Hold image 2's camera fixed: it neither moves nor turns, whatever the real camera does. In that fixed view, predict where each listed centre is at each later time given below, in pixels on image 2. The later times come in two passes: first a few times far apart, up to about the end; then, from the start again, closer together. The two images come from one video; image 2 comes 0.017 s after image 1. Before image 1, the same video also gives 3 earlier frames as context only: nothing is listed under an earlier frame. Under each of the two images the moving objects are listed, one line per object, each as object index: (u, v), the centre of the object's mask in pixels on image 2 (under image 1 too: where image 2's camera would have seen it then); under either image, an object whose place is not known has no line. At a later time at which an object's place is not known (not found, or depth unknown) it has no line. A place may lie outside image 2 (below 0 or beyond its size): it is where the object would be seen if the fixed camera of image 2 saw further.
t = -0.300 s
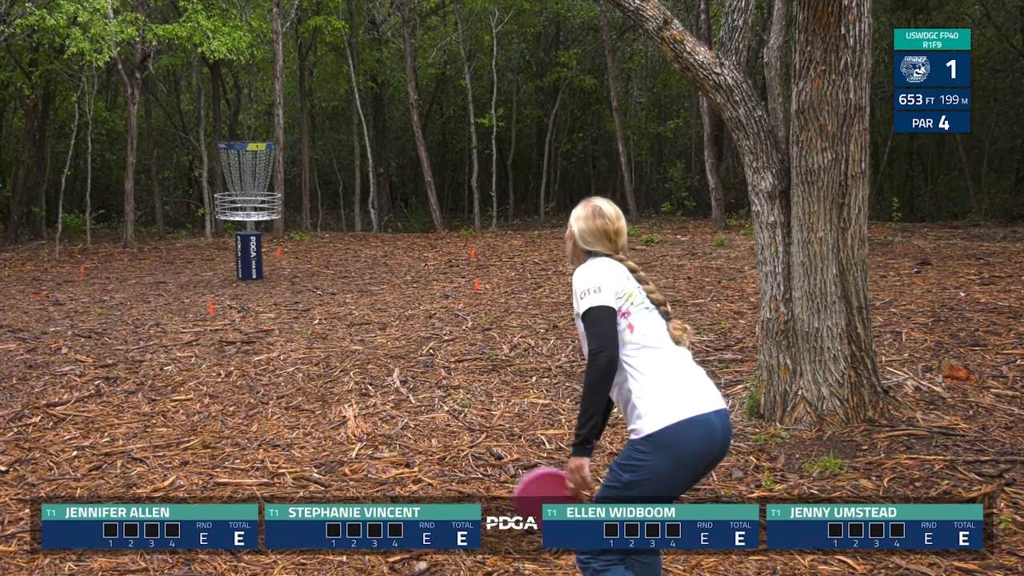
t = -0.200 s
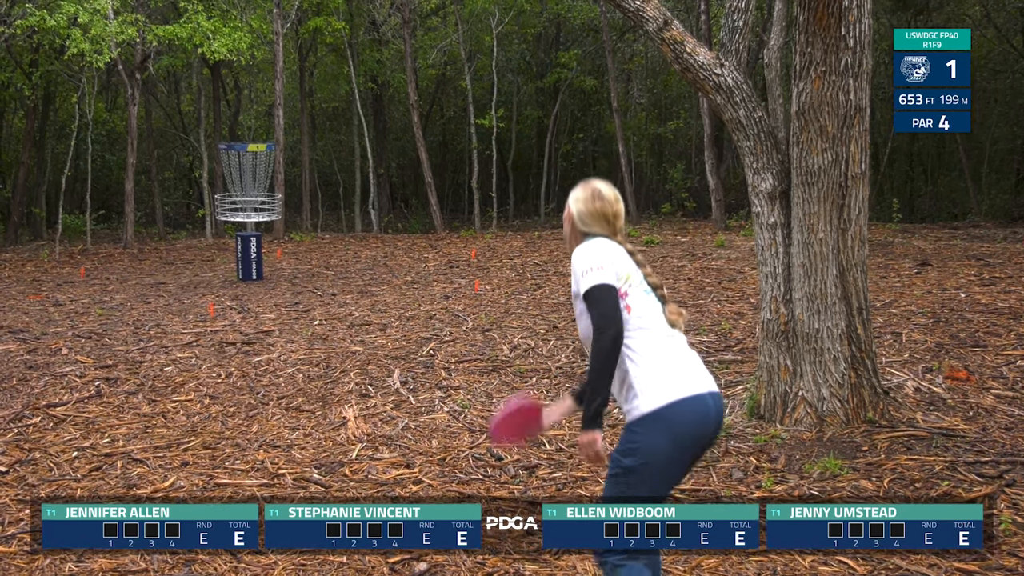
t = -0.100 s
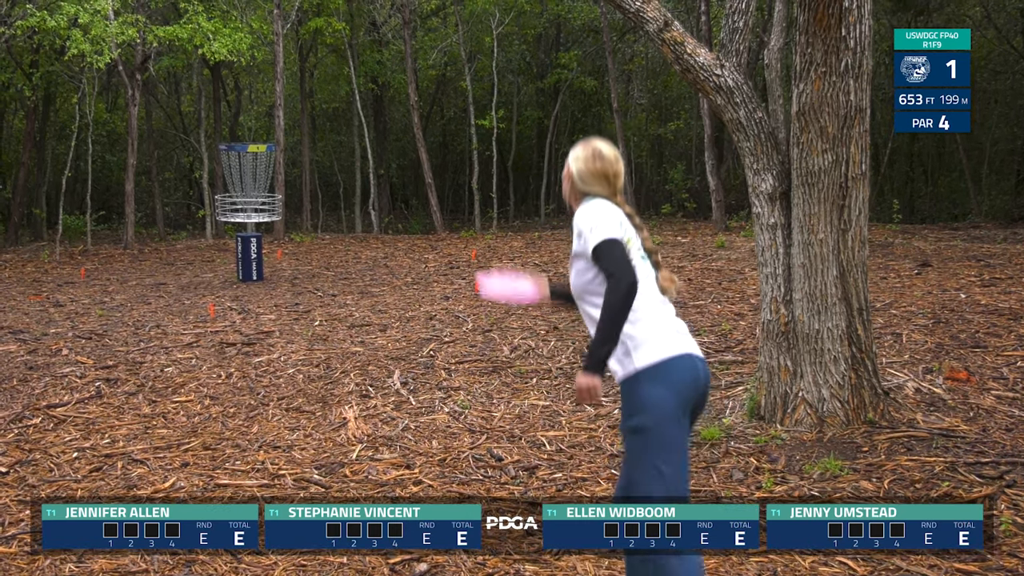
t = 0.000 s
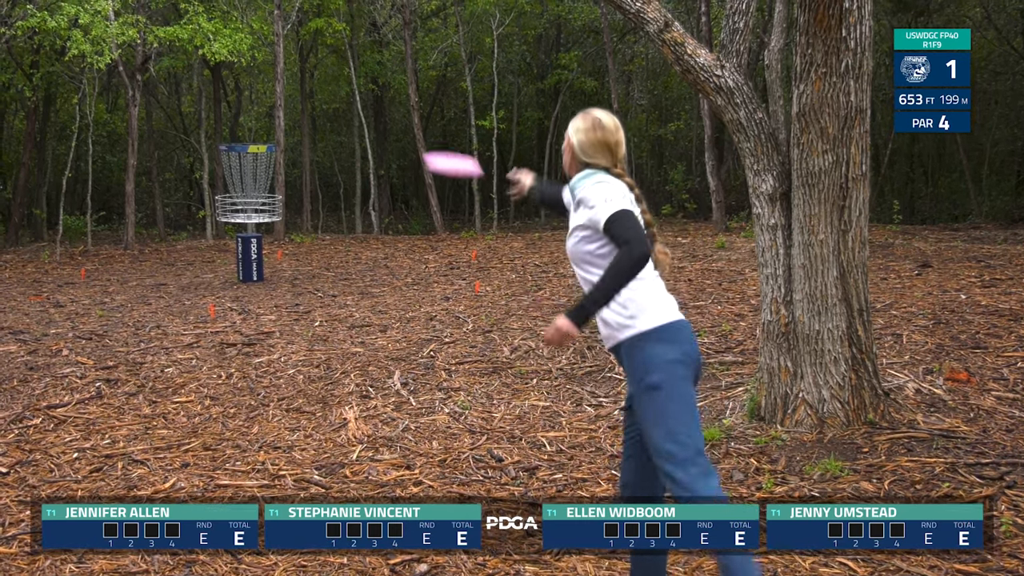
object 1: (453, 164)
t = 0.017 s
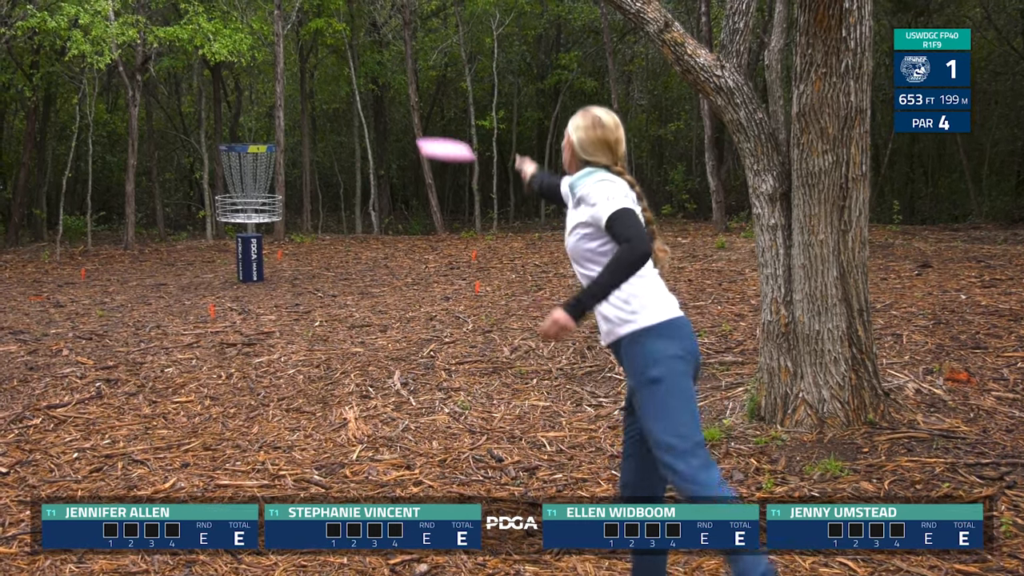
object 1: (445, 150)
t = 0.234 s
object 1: (373, 60)
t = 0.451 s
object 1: (327, 74)
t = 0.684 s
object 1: (297, 123)
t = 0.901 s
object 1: (276, 175)
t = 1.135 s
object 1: (252, 229)
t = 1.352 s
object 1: (223, 279)
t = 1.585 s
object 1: (200, 275)
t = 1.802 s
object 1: (173, 273)
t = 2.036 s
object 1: (151, 274)
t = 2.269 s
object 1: (136, 275)
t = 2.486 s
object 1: (127, 274)
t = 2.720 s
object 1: (119, 274)
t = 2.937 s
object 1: (118, 274)
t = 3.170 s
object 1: (119, 274)
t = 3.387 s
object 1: (118, 274)
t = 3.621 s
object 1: (118, 274)
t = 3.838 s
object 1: (118, 274)
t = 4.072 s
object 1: (118, 273)
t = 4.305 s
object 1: (118, 274)
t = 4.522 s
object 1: (118, 274)
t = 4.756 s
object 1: (118, 274)
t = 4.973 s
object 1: (118, 274)
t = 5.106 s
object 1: (118, 274)
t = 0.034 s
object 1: (438, 136)
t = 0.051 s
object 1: (432, 125)
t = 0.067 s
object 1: (425, 113)
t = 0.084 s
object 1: (419, 104)
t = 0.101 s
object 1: (412, 95)
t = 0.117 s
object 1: (407, 88)
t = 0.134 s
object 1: (401, 81)
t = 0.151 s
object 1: (396, 76)
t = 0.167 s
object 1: (391, 71)
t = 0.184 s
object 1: (386, 68)
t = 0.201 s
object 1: (381, 64)
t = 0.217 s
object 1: (377, 62)
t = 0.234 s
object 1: (373, 60)
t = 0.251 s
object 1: (368, 59)
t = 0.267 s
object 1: (364, 58)
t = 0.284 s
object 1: (360, 58)
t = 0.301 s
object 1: (356, 58)
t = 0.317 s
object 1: (352, 59)
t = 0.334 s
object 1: (349, 60)
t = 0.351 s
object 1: (345, 61)
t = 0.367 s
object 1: (342, 62)
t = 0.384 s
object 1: (339, 64)
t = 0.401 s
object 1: (336, 66)
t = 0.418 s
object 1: (333, 69)
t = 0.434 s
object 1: (330, 71)
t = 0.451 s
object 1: (327, 74)
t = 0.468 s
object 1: (324, 77)
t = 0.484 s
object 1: (322, 80)
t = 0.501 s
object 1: (320, 83)
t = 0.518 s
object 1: (317, 86)
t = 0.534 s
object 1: (315, 90)
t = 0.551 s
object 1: (313, 93)
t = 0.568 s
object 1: (311, 97)
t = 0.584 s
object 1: (308, 100)
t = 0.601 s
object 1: (306, 104)
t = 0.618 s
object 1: (305, 108)
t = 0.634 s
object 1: (303, 112)
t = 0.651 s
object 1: (300, 116)
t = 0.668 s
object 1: (299, 120)
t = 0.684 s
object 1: (297, 123)
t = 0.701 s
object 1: (295, 128)
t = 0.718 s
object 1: (294, 132)
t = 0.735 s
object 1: (292, 136)
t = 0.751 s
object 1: (290, 139)
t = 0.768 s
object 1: (288, 143)
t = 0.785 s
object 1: (287, 147)
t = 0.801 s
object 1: (285, 151)
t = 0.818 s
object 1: (284, 155)
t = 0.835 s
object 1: (283, 159)
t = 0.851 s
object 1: (281, 163)
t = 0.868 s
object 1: (279, 167)
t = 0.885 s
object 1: (277, 171)
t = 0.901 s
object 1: (276, 175)
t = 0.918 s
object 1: (274, 179)
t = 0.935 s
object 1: (272, 183)
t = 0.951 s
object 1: (271, 187)
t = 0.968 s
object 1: (270, 191)
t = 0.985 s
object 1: (268, 195)
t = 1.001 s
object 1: (266, 199)
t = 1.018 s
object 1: (265, 202)
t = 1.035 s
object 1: (262, 206)
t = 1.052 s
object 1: (261, 210)
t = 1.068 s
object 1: (259, 214)
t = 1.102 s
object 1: (256, 222)
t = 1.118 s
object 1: (253, 226)
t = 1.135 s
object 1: (252, 229)
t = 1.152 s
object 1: (250, 233)
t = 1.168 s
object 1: (247, 237)
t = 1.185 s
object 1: (246, 240)
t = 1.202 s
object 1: (244, 244)
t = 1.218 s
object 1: (242, 248)
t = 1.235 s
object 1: (240, 252)
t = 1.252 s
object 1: (237, 256)
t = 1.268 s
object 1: (235, 260)
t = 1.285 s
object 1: (233, 263)
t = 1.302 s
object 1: (231, 267)
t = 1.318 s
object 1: (229, 271)
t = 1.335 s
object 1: (226, 275)
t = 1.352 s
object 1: (223, 279)
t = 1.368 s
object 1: (221, 281)
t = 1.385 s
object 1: (219, 282)
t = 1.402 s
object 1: (217, 281)
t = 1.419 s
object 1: (216, 280)
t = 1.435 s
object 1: (214, 277)
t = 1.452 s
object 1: (213, 276)
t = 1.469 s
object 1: (209, 275)
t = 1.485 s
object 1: (208, 274)
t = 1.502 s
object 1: (207, 274)
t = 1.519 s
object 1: (205, 274)
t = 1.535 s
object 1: (204, 274)
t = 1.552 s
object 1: (203, 274)
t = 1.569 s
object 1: (201, 274)
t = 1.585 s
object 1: (200, 275)
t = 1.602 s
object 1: (198, 275)
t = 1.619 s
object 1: (196, 275)
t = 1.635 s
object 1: (194, 275)
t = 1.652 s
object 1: (193, 274)
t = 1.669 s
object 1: (190, 275)
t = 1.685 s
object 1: (188, 274)
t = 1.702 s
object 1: (185, 274)
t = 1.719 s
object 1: (183, 273)
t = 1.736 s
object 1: (181, 273)
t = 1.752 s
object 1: (179, 272)
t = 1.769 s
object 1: (177, 272)
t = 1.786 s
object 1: (174, 273)
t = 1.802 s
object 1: (173, 273)
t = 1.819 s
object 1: (171, 274)
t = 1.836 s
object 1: (169, 274)
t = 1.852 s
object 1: (166, 275)
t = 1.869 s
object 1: (164, 275)
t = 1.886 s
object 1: (163, 275)
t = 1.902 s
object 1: (161, 275)
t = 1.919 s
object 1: (160, 275)
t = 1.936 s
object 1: (158, 275)
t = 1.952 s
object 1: (156, 275)
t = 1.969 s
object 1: (156, 275)
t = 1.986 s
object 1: (155, 275)
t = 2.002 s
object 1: (154, 275)
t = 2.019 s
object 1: (152, 274)
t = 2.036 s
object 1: (151, 274)
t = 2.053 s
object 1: (150, 274)
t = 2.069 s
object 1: (149, 274)
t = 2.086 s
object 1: (148, 274)
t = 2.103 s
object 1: (147, 274)
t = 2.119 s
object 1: (146, 274)
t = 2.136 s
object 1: (145, 274)
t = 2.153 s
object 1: (143, 274)
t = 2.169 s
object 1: (142, 274)
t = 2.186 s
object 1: (140, 274)
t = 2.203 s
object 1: (139, 274)
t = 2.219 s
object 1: (139, 274)
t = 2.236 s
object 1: (138, 274)
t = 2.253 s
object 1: (137, 274)
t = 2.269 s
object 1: (136, 275)
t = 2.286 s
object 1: (135, 274)
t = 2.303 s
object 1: (134, 274)
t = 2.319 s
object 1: (133, 274)
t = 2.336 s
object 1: (132, 274)
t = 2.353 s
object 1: (132, 274)
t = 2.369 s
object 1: (131, 274)
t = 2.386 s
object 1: (130, 274)
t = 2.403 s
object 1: (129, 274)
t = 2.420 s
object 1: (128, 274)
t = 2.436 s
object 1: (127, 274)
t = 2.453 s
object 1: (127, 274)
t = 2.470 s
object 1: (127, 274)
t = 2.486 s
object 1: (127, 274)
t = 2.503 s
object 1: (126, 274)
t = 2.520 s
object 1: (125, 274)
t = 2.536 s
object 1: (124, 274)
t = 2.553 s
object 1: (124, 274)
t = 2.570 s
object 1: (123, 274)
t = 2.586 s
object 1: (122, 274)
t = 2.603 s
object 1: (121, 274)
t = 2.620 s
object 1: (121, 274)
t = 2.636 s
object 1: (120, 274)
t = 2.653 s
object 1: (120, 274)
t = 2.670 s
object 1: (119, 274)
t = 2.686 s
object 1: (119, 274)
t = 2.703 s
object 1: (119, 274)
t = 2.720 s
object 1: (119, 274)
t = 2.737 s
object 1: (119, 274)
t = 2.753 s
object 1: (119, 274)
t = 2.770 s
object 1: (119, 274)
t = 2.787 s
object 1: (119, 274)
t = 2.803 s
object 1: (119, 274)
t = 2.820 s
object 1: (119, 274)
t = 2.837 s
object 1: (119, 274)
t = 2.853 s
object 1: (119, 274)
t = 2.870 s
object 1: (118, 274)
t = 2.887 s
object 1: (118, 274)
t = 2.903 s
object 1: (119, 274)
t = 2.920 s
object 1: (119, 274)
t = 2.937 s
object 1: (118, 274)
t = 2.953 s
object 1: (118, 274)
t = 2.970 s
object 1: (118, 274)
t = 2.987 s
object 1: (118, 274)
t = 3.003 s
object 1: (118, 274)
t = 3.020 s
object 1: (118, 274)
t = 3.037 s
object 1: (118, 274)
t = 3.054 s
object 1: (118, 274)
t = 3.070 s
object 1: (119, 274)
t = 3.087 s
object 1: (119, 274)
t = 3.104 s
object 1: (119, 274)
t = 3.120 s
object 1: (119, 274)
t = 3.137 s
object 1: (119, 274)
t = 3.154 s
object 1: (118, 274)
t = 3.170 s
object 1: (119, 274)
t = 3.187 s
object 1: (119, 274)
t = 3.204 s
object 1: (119, 274)
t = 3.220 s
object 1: (119, 274)
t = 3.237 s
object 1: (119, 274)
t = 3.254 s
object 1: (119, 274)
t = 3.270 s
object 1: (118, 274)
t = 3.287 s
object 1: (119, 274)
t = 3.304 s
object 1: (119, 274)
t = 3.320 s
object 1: (119, 274)
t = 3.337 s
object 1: (119, 274)
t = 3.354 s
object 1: (119, 274)
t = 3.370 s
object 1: (119, 274)
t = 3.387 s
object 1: (118, 274)
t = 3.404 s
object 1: (118, 274)
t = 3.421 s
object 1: (119, 274)
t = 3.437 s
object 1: (118, 274)
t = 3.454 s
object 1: (118, 274)
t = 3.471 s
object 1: (118, 274)
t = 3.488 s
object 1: (118, 274)
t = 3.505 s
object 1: (118, 274)
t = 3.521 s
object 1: (118, 274)
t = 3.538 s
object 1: (118, 274)
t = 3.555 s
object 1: (118, 274)
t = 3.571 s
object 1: (118, 274)
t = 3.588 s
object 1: (118, 274)
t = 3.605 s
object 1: (118, 274)
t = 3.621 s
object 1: (118, 274)
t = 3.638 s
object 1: (118, 274)
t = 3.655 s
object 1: (118, 274)
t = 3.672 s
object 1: (118, 274)
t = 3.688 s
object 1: (118, 274)
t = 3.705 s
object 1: (118, 274)
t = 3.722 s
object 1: (118, 274)
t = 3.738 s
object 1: (118, 274)
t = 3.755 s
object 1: (118, 274)
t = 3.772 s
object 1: (118, 274)
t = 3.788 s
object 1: (118, 274)
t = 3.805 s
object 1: (118, 274)
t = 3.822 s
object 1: (118, 274)
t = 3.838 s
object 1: (118, 274)
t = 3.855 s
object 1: (118, 274)
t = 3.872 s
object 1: (118, 274)
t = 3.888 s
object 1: (118, 274)
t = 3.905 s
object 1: (118, 274)
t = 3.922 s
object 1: (118, 274)
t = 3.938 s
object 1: (118, 273)
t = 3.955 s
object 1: (118, 274)
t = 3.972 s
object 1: (118, 274)
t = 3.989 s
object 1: (118, 274)
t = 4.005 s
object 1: (118, 274)
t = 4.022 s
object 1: (118, 274)
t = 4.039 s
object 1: (118, 273)
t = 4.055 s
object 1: (118, 274)
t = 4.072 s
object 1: (118, 273)
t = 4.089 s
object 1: (118, 273)
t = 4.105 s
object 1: (118, 273)
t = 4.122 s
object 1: (118, 273)
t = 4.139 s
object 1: (118, 274)
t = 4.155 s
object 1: (118, 274)
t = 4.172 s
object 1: (118, 274)
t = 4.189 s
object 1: (118, 274)
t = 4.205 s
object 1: (118, 274)
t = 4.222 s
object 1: (118, 273)
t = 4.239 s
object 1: (118, 274)
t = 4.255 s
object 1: (118, 274)
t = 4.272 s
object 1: (118, 273)
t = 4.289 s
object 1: (118, 273)
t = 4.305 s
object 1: (118, 274)
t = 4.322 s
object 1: (118, 273)
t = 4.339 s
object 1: (118, 273)
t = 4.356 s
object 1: (118, 273)
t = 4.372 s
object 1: (118, 273)
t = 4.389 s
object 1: (118, 274)
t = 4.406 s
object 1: (118, 274)
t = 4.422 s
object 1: (118, 274)
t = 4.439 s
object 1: (118, 274)
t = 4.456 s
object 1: (118, 274)
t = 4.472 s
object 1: (118, 274)
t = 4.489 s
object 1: (118, 273)
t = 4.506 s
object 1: (118, 274)
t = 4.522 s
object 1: (118, 274)
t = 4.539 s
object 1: (118, 274)
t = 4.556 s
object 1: (118, 274)
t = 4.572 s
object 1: (118, 274)
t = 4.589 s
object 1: (118, 274)
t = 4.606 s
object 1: (118, 274)
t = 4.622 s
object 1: (118, 274)
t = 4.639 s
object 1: (118, 274)
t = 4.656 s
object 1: (118, 274)
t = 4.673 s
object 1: (118, 274)
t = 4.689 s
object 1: (118, 274)
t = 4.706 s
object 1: (118, 274)
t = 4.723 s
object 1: (118, 274)
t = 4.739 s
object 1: (118, 274)
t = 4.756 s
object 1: (118, 274)
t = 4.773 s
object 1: (118, 274)
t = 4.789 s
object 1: (118, 274)
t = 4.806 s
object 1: (118, 274)
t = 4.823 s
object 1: (118, 274)
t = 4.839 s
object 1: (118, 274)
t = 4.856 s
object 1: (118, 274)
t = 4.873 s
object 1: (118, 274)
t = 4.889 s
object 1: (118, 274)
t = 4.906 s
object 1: (118, 274)
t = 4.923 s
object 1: (118, 274)
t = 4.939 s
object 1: (118, 274)
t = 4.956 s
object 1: (118, 274)
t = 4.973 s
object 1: (118, 274)
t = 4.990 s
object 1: (118, 274)
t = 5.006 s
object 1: (118, 274)
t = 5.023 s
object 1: (118, 274)
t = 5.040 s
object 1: (118, 274)
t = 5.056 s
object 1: (118, 274)
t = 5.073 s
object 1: (118, 274)
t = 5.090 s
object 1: (118, 274)
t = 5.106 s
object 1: (118, 274)
